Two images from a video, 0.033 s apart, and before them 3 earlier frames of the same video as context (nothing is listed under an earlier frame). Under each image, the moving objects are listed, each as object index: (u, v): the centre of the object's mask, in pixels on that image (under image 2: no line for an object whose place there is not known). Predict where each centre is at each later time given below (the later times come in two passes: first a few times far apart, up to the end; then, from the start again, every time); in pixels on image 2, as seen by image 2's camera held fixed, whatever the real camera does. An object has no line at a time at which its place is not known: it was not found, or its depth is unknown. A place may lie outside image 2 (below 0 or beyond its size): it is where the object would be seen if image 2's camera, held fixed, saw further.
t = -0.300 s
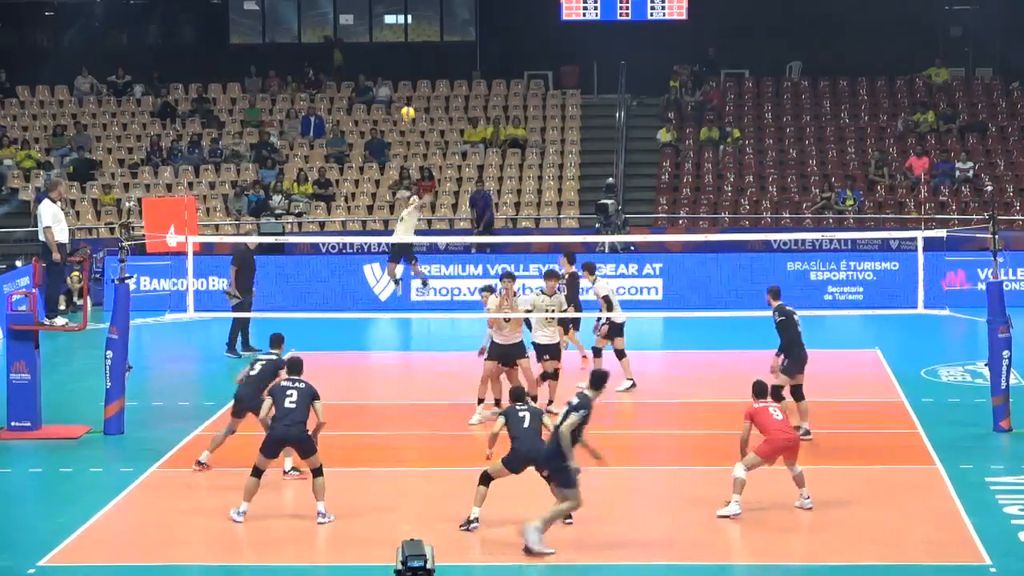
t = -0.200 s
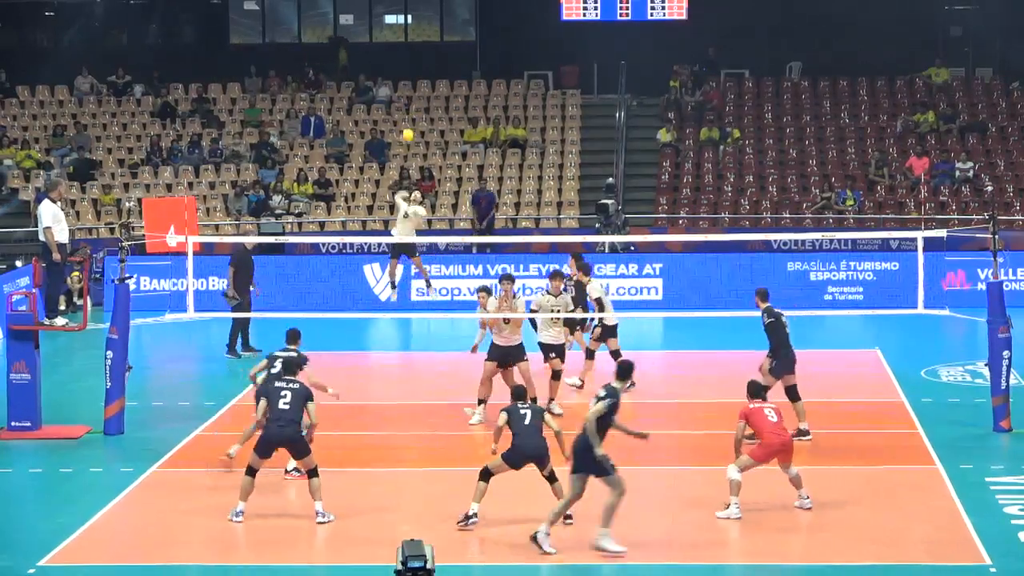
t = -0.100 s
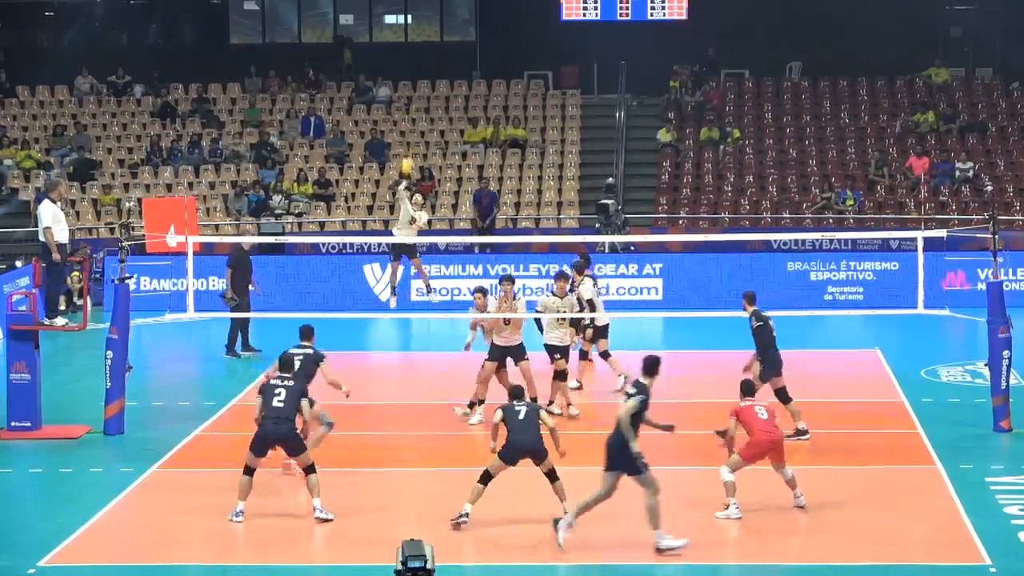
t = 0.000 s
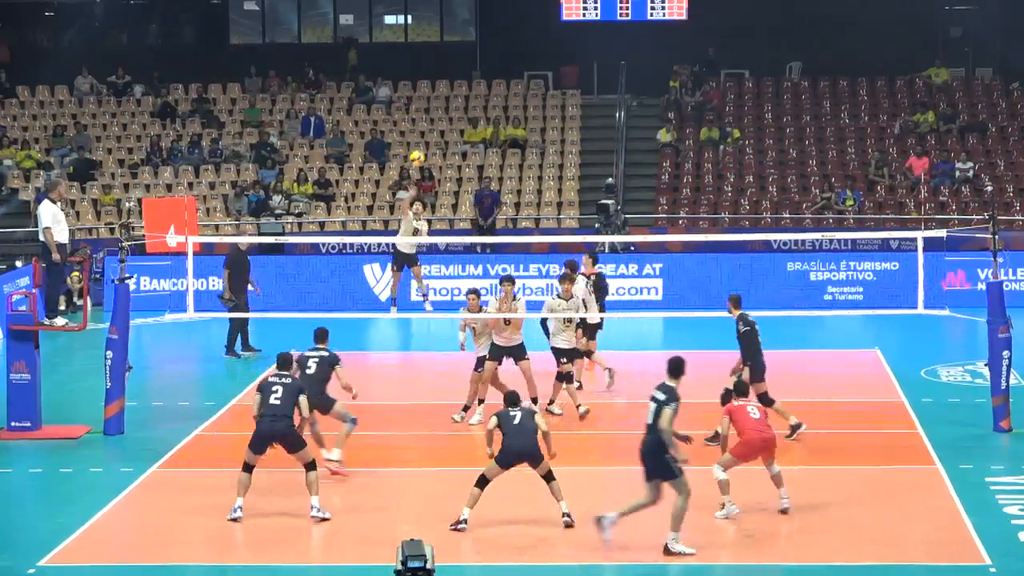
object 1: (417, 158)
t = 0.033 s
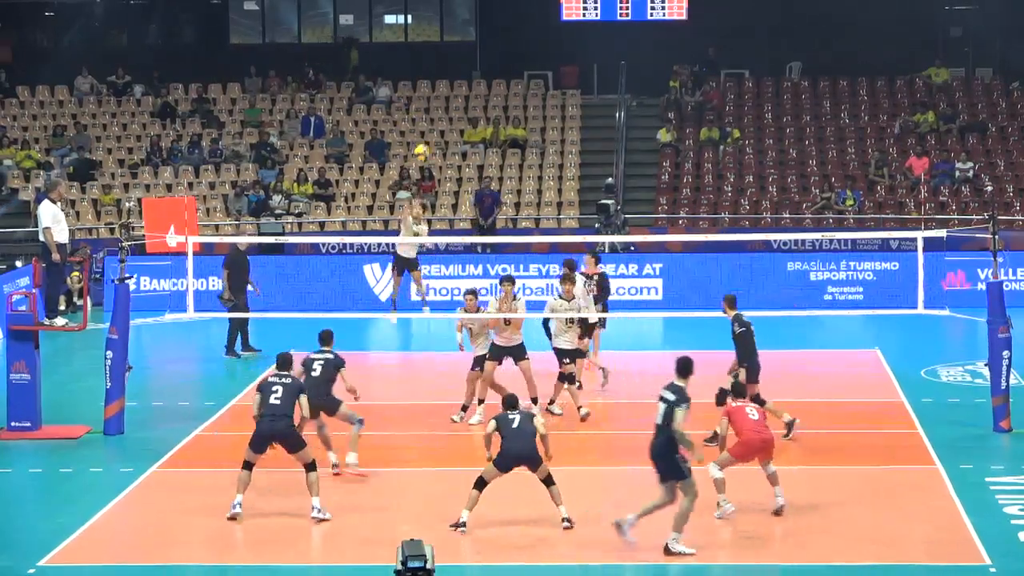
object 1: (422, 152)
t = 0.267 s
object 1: (458, 128)
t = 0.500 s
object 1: (503, 150)
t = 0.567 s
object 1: (517, 164)
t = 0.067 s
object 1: (427, 146)
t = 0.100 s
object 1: (432, 140)
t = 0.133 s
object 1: (436, 135)
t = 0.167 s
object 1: (441, 133)
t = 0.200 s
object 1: (447, 130)
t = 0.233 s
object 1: (453, 129)
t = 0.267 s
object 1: (458, 128)
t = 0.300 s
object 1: (464, 128)
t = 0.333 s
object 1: (470, 130)
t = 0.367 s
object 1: (476, 132)
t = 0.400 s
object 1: (483, 134)
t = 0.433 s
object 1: (490, 139)
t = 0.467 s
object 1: (496, 144)
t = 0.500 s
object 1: (503, 150)
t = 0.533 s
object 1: (508, 157)
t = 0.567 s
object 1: (517, 164)
